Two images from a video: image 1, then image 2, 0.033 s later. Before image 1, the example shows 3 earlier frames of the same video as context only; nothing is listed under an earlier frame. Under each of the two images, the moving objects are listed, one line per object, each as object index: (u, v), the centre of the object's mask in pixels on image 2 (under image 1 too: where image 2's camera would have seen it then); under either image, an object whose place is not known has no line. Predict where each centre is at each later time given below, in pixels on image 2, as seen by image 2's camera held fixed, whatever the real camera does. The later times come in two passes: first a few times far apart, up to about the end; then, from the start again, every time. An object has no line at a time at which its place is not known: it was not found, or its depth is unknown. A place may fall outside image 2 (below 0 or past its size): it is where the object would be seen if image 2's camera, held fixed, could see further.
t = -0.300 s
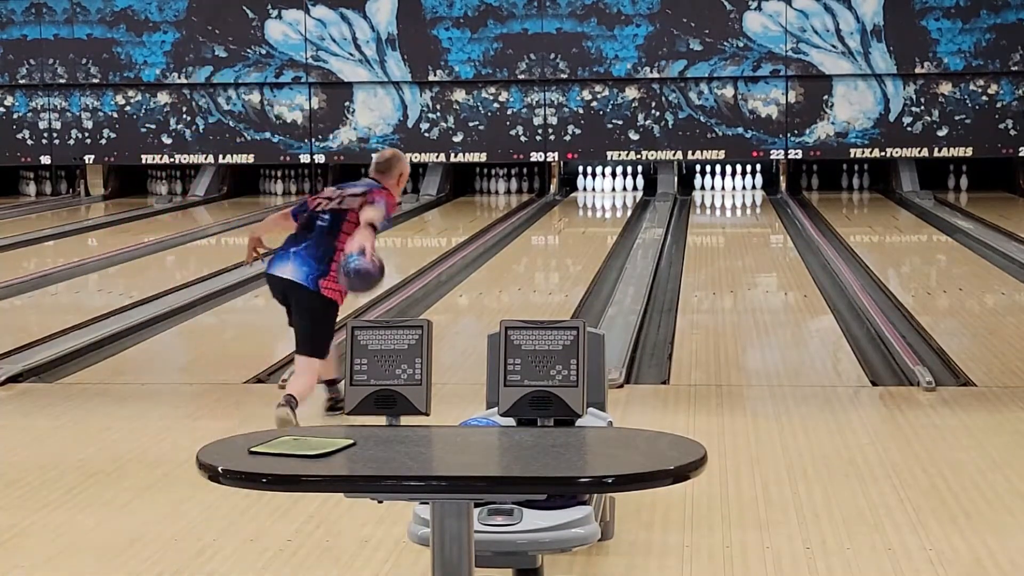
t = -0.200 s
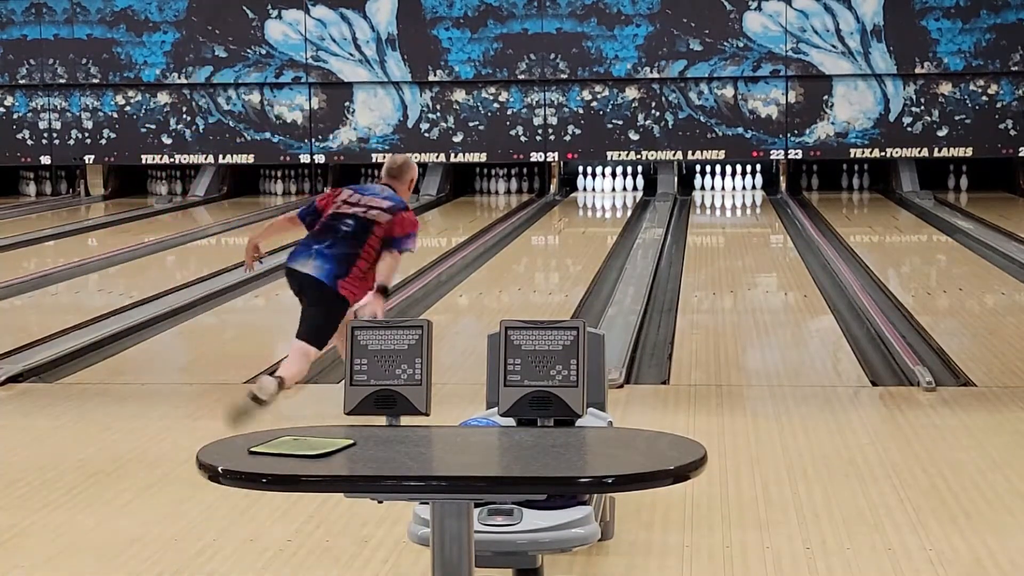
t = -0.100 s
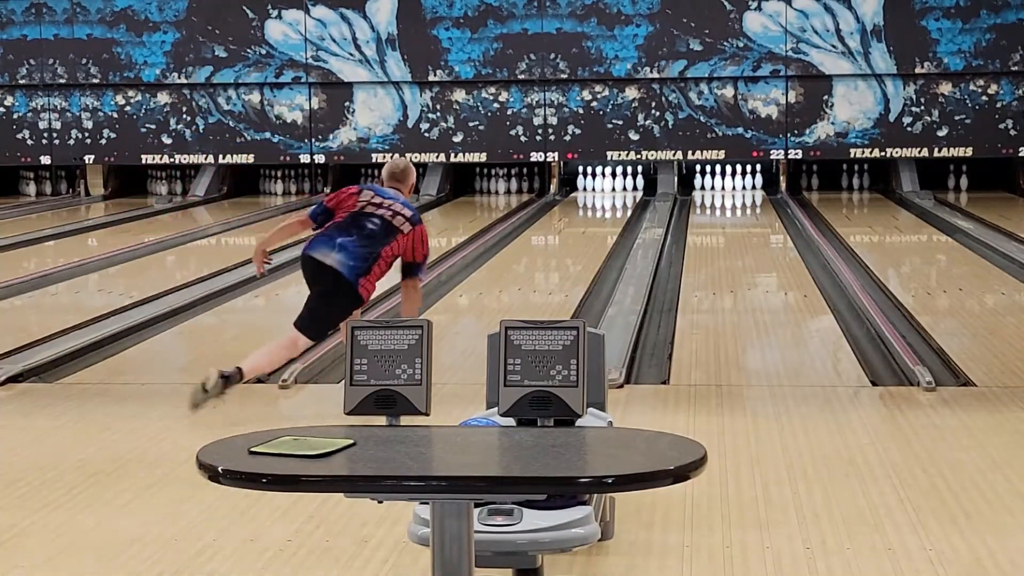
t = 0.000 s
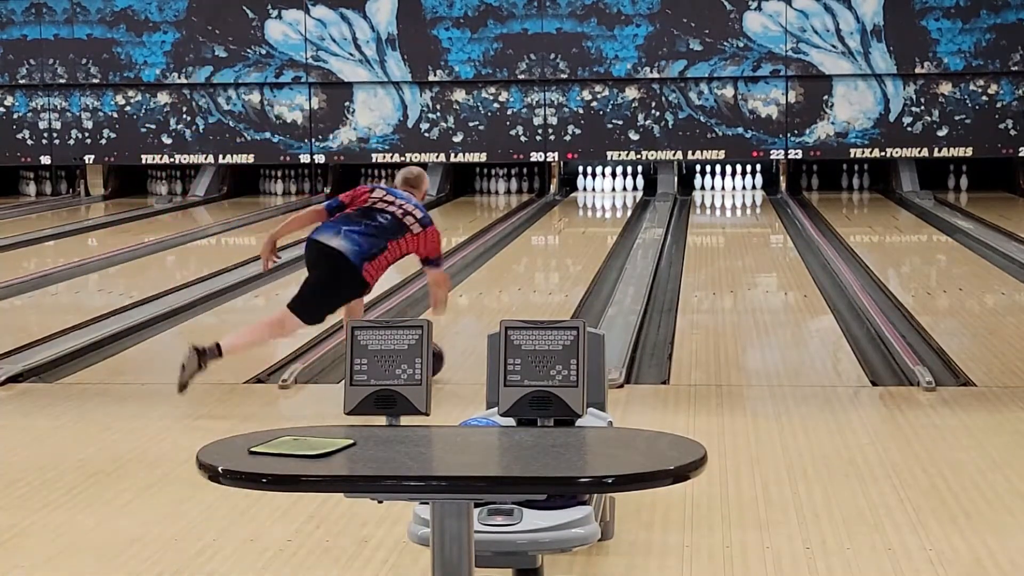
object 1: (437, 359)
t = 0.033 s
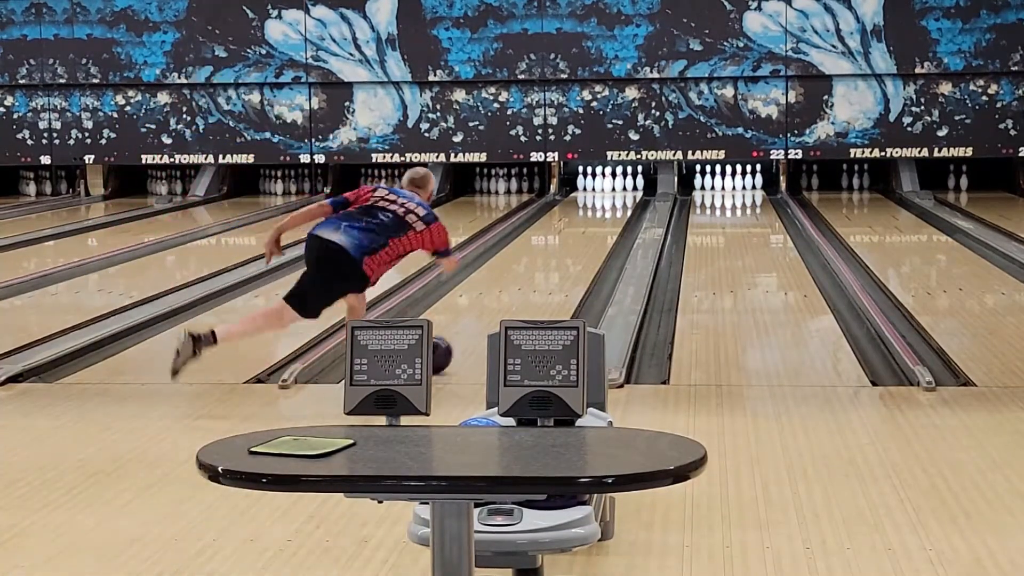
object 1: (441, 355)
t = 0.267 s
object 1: (484, 313)
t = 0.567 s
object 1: (529, 277)
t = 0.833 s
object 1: (558, 253)
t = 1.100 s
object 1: (580, 235)
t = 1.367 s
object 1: (596, 220)
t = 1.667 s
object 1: (608, 207)
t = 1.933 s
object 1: (613, 198)
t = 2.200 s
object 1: (614, 191)
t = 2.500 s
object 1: (613, 186)
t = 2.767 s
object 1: (615, 184)
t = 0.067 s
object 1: (445, 348)
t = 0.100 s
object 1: (450, 342)
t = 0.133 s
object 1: (458, 335)
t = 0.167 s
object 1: (465, 329)
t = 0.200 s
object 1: (472, 324)
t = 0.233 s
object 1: (478, 319)
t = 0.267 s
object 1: (484, 313)
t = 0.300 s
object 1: (490, 309)
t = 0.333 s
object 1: (496, 304)
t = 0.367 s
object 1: (501, 300)
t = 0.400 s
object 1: (507, 295)
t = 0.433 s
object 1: (511, 291)
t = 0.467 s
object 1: (516, 288)
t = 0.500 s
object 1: (521, 284)
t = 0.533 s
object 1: (525, 280)
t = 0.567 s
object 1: (529, 277)
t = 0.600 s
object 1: (534, 273)
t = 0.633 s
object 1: (538, 270)
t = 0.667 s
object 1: (541, 268)
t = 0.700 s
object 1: (545, 265)
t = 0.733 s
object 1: (549, 261)
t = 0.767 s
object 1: (552, 258)
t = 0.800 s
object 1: (555, 256)
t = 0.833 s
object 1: (558, 253)
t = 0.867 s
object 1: (561, 251)
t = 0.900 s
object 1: (564, 249)
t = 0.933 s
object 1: (567, 246)
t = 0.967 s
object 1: (570, 244)
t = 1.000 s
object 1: (573, 242)
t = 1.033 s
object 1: (575, 240)
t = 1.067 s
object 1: (578, 237)
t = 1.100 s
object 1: (580, 235)
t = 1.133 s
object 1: (582, 233)
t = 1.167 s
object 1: (584, 231)
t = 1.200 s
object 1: (586, 230)
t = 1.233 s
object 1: (588, 227)
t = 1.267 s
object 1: (590, 226)
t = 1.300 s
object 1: (592, 224)
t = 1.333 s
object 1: (594, 222)
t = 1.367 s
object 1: (596, 220)
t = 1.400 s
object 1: (597, 219)
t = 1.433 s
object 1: (599, 217)
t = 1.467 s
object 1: (600, 216)
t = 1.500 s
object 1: (602, 214)
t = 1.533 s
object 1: (603, 213)
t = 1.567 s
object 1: (604, 212)
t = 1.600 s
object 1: (606, 210)
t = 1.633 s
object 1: (607, 209)
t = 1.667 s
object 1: (608, 207)
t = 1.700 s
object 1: (608, 206)
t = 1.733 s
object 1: (609, 205)
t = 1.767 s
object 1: (610, 204)
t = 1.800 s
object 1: (611, 203)
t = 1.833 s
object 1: (611, 202)
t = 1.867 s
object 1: (612, 200)
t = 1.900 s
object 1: (613, 199)
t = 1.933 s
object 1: (613, 198)
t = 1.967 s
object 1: (614, 197)
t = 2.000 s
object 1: (614, 196)
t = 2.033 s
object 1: (614, 195)
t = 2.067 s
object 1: (614, 194)
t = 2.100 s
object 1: (614, 194)
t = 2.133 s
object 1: (614, 193)
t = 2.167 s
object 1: (614, 192)
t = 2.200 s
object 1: (614, 191)
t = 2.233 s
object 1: (614, 191)
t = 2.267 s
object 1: (613, 190)
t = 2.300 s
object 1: (613, 189)
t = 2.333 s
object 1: (612, 189)
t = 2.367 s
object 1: (612, 187)
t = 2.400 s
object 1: (611, 187)
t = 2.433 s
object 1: (612, 186)
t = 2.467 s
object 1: (613, 186)
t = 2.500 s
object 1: (613, 186)
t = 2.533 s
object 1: (613, 185)
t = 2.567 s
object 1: (613, 185)
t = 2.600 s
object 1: (614, 185)
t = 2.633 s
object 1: (614, 185)
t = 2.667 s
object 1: (615, 184)
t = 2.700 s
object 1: (615, 184)
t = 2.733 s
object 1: (615, 184)
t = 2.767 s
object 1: (615, 184)
